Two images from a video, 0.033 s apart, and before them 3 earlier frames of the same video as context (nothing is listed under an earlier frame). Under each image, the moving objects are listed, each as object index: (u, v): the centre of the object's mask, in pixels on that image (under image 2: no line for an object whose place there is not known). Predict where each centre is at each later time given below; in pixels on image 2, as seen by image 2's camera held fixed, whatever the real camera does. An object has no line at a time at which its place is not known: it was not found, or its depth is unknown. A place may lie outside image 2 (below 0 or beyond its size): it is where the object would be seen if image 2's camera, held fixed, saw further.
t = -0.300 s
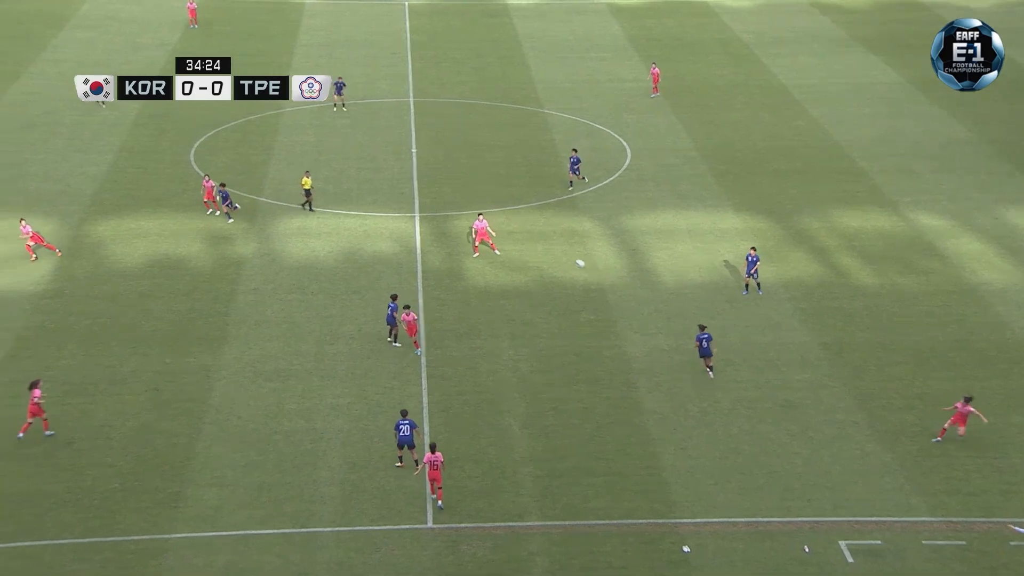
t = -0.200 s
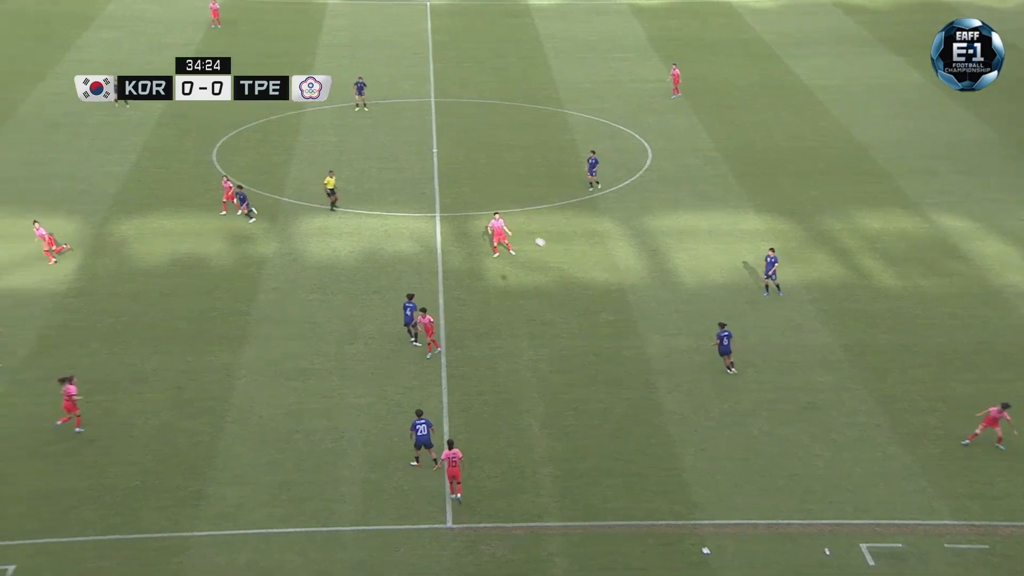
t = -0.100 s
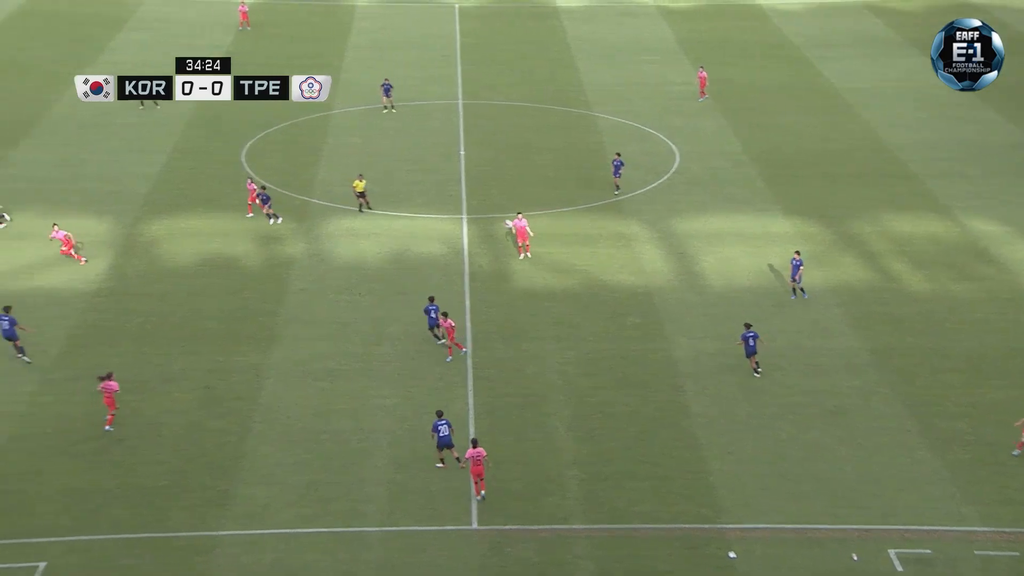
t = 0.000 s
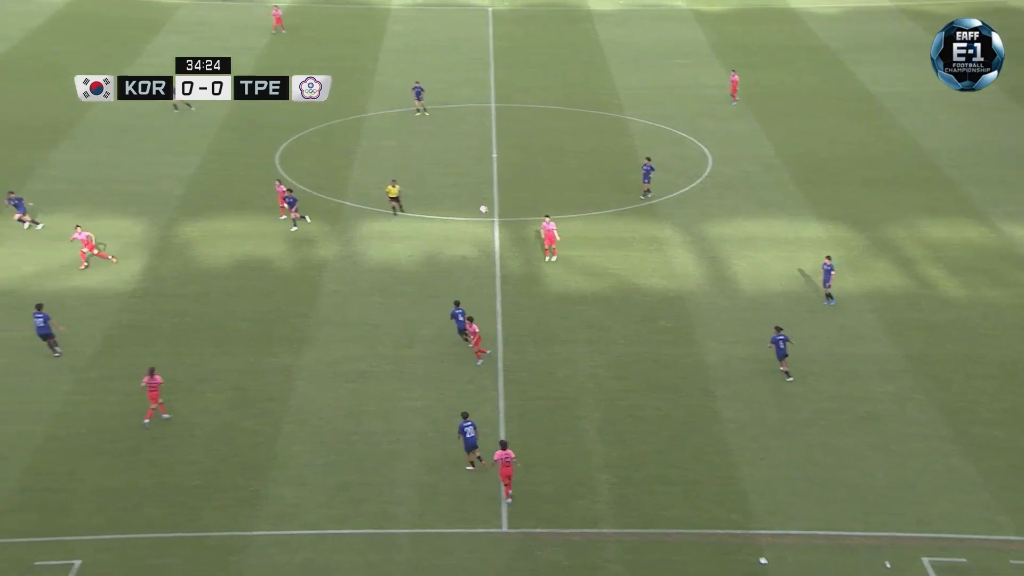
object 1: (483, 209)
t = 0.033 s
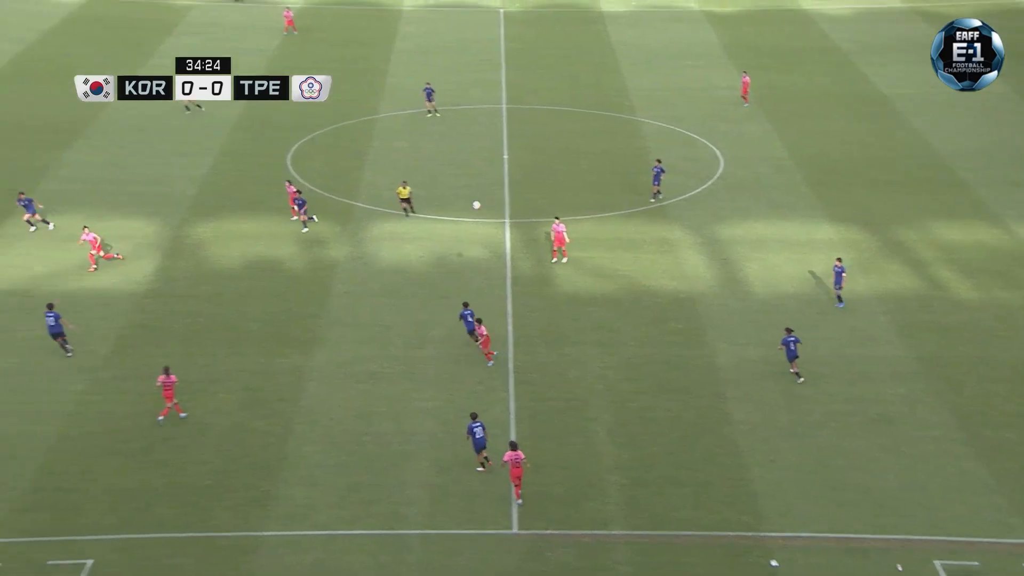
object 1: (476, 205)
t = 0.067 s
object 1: (459, 200)
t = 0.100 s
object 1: (442, 196)
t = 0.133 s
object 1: (425, 191)
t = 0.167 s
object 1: (408, 187)
